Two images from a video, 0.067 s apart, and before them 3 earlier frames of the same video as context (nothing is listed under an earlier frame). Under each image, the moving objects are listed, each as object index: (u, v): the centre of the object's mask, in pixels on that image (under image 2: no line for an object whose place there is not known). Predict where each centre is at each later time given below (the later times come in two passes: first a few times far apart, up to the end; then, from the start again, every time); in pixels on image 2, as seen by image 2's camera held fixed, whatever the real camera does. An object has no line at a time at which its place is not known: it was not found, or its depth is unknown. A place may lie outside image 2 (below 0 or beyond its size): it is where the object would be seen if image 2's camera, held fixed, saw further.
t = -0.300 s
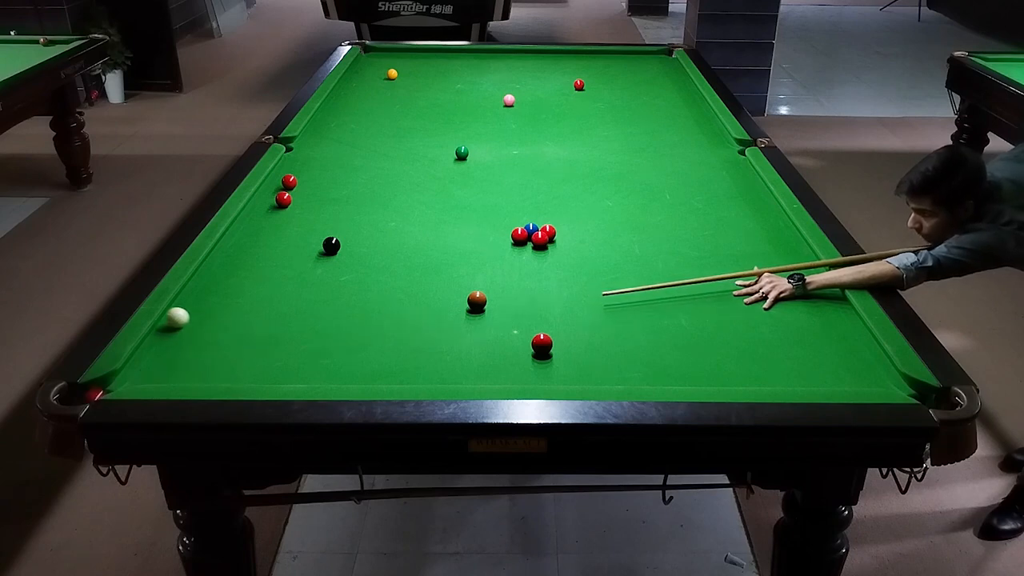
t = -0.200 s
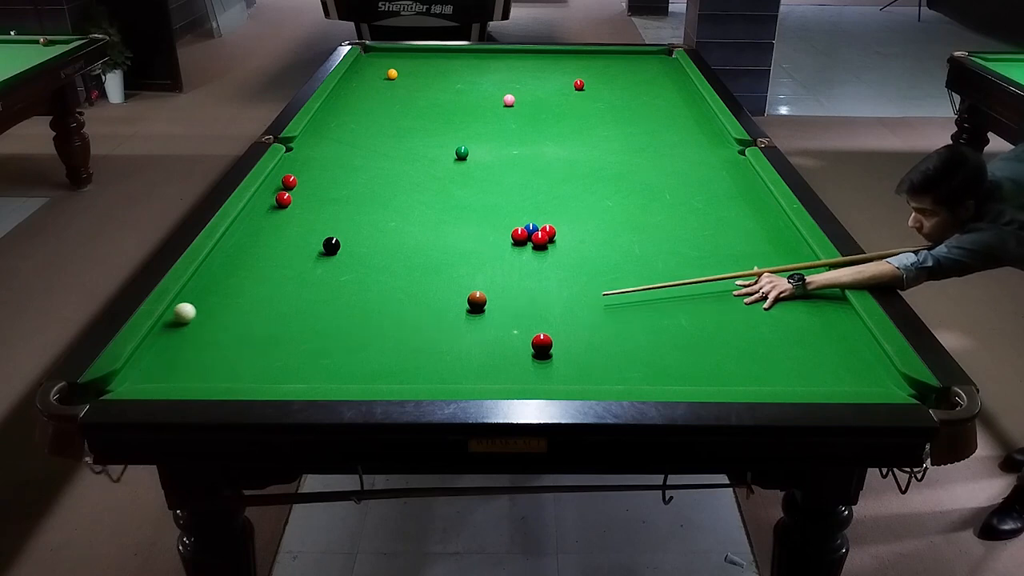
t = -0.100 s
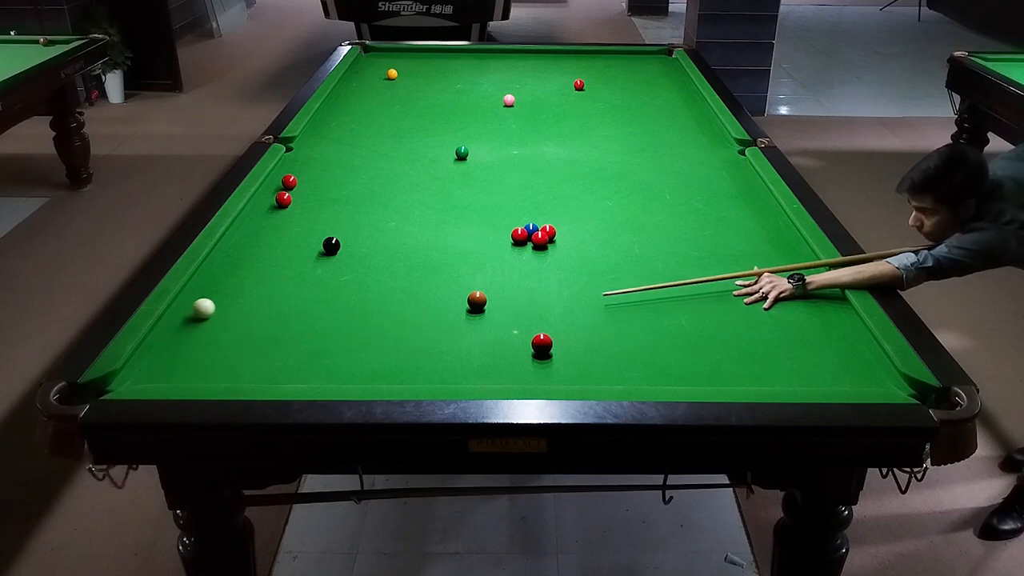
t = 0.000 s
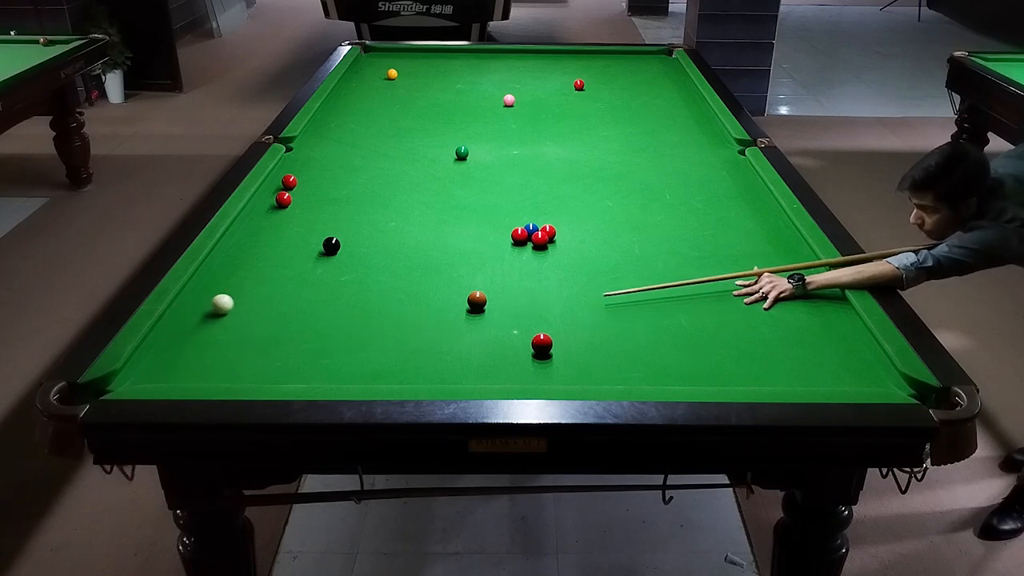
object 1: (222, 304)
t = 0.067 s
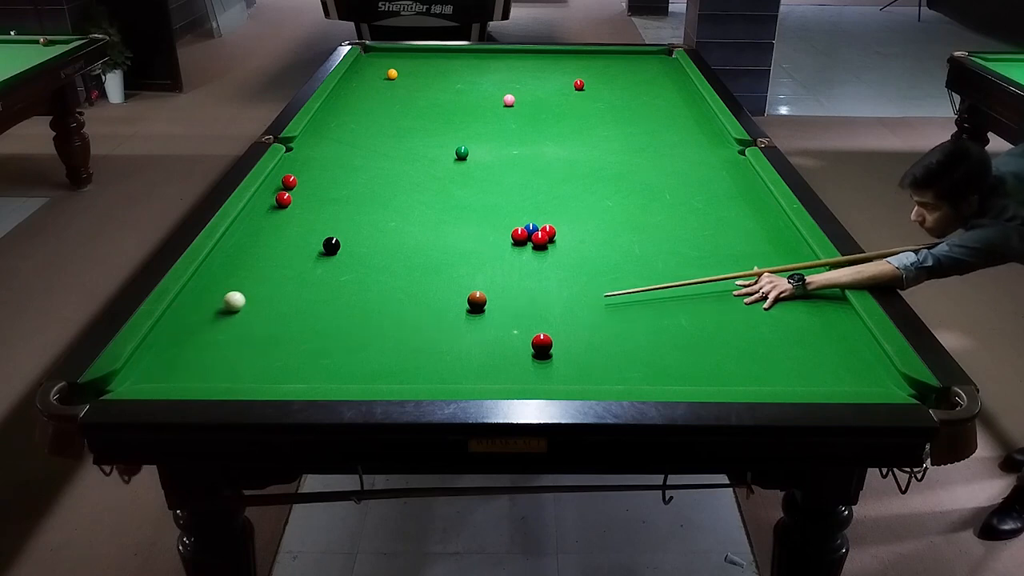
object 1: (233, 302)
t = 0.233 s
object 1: (262, 295)
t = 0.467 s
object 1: (298, 287)
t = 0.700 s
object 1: (331, 279)
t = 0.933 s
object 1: (361, 271)
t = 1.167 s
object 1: (387, 265)
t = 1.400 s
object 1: (411, 259)
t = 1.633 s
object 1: (432, 253)
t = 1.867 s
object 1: (450, 248)
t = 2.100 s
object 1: (467, 244)
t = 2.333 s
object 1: (482, 240)
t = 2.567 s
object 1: (495, 237)
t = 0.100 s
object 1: (240, 301)
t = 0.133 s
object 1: (245, 299)
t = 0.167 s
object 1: (251, 298)
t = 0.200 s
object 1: (256, 297)
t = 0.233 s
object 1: (262, 295)
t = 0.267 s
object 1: (267, 294)
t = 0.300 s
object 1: (273, 293)
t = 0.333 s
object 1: (278, 292)
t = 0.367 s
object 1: (283, 290)
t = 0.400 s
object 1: (288, 289)
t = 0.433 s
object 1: (293, 288)
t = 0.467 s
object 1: (298, 287)
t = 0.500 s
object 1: (303, 286)
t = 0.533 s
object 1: (308, 284)
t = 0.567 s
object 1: (313, 283)
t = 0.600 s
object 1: (317, 282)
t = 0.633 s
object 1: (322, 281)
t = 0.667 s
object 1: (326, 280)
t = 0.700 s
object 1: (331, 279)
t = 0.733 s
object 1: (335, 278)
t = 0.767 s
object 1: (340, 277)
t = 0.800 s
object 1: (344, 276)
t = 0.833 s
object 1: (348, 275)
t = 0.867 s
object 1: (352, 273)
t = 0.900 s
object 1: (357, 272)
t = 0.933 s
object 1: (361, 271)
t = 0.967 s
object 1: (365, 271)
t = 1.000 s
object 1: (368, 270)
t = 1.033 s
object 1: (372, 269)
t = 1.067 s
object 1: (376, 267)
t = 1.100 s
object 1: (380, 267)
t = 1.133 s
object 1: (383, 266)
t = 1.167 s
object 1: (387, 265)
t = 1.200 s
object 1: (391, 264)
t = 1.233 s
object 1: (394, 263)
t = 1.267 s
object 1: (398, 262)
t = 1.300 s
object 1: (401, 261)
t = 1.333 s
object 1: (405, 260)
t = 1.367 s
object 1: (408, 260)
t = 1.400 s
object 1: (411, 259)
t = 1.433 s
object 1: (414, 258)
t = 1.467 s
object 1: (417, 257)
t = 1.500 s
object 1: (420, 256)
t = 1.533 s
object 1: (423, 255)
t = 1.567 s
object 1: (426, 255)
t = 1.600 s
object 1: (429, 254)
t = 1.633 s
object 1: (432, 253)
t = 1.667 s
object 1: (435, 252)
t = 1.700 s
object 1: (437, 252)
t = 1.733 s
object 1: (440, 251)
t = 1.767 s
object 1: (443, 250)
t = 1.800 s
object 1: (445, 249)
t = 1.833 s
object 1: (448, 249)
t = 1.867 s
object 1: (450, 248)
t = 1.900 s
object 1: (453, 248)
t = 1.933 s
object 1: (456, 247)
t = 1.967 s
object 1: (458, 246)
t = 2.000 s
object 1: (461, 246)
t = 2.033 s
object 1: (463, 245)
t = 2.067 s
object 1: (465, 244)
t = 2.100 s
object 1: (467, 244)
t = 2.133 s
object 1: (470, 244)
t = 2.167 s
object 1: (472, 243)
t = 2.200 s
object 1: (474, 242)
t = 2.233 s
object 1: (476, 242)
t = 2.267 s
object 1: (478, 241)
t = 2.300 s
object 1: (480, 241)
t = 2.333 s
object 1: (482, 240)
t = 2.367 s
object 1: (484, 240)
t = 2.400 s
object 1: (486, 239)
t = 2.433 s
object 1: (488, 239)
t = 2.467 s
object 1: (490, 238)
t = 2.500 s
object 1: (492, 238)
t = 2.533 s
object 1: (494, 237)
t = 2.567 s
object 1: (495, 237)
